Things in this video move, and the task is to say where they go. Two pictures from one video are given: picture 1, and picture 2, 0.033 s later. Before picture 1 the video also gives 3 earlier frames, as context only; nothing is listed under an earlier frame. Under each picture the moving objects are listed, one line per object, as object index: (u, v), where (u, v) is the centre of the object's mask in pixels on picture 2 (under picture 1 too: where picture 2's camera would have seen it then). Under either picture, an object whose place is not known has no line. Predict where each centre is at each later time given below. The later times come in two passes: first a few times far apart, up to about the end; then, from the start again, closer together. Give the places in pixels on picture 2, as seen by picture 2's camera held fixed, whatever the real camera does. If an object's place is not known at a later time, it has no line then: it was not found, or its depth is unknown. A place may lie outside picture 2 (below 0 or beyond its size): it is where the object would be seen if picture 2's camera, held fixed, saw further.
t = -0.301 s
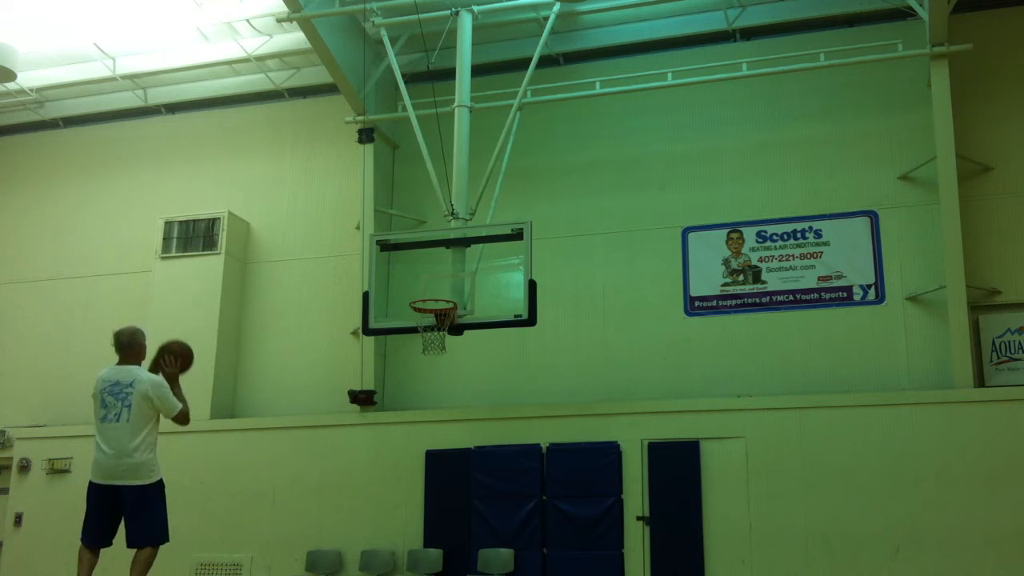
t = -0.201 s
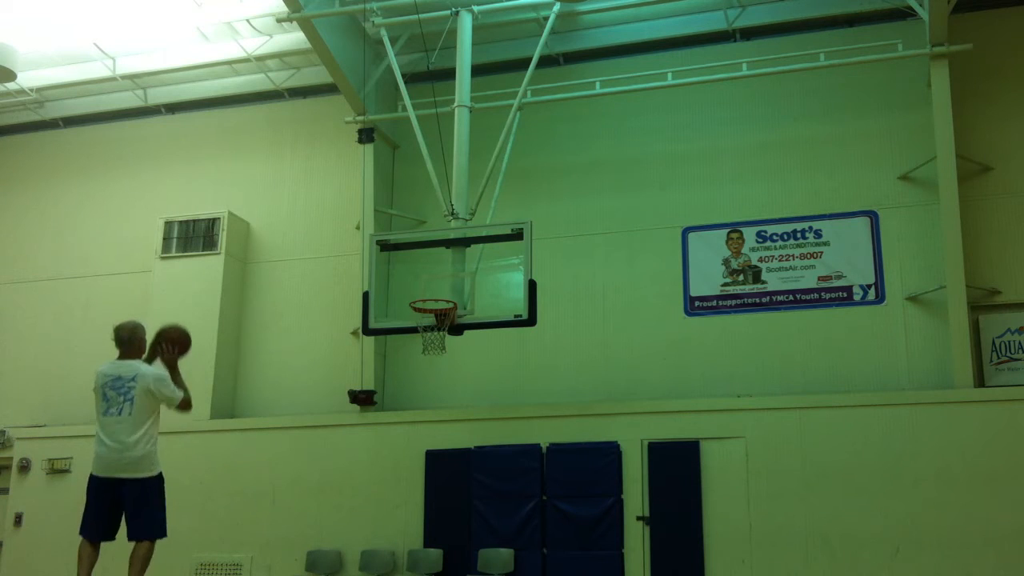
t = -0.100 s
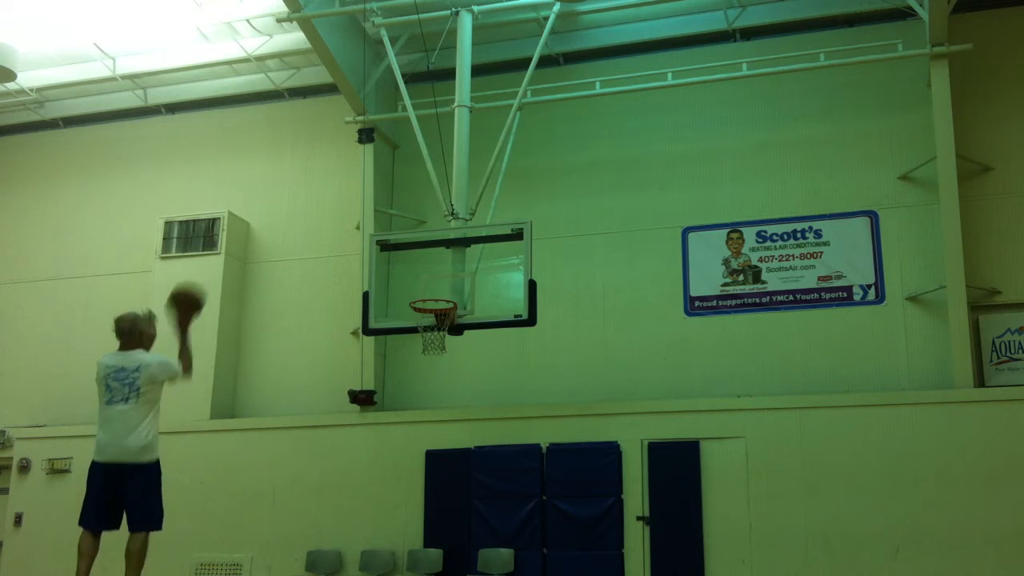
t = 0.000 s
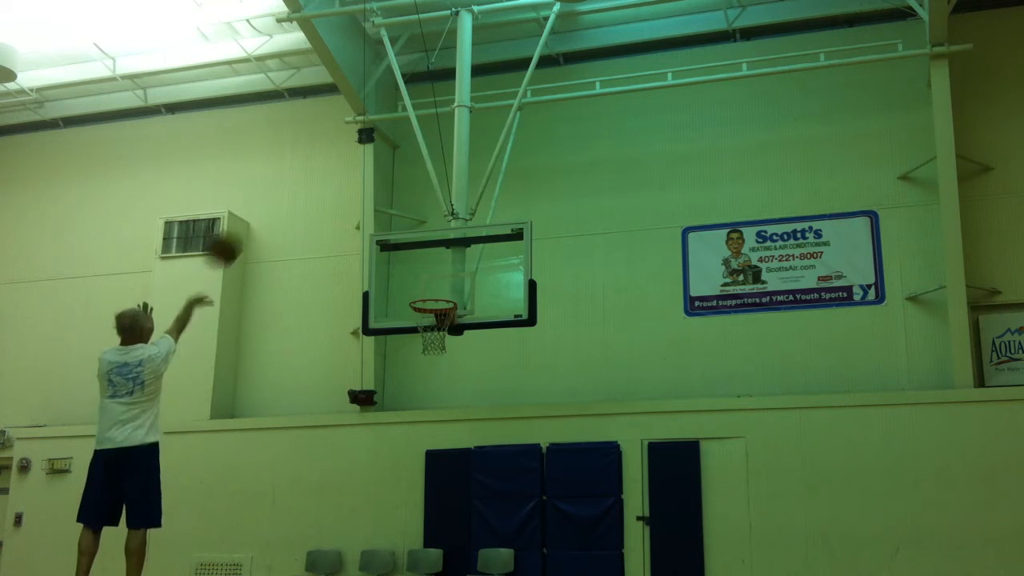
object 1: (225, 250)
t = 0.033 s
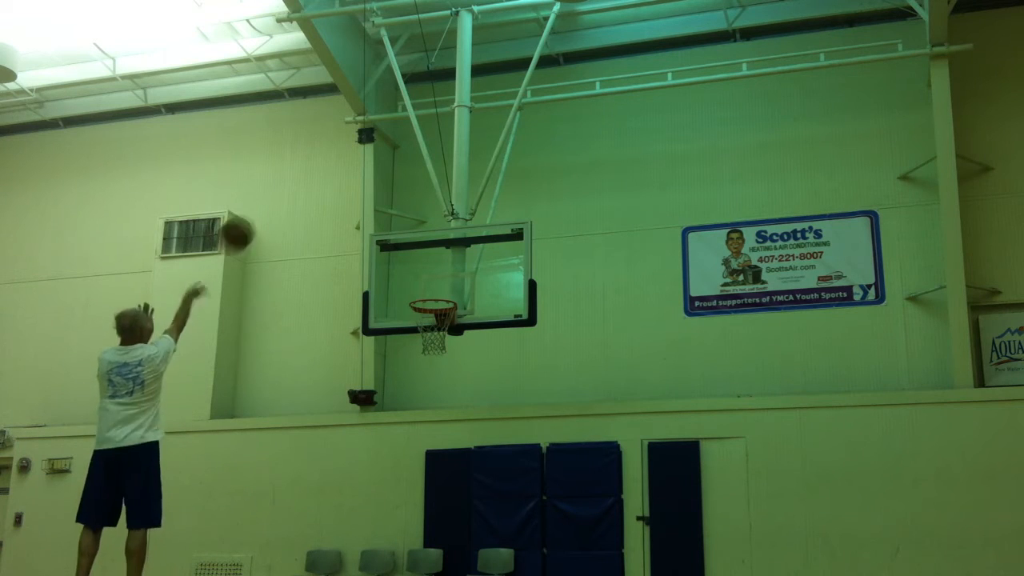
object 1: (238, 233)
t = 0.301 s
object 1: (319, 179)
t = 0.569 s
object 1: (380, 204)
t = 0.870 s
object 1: (432, 296)
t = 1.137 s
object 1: (427, 346)
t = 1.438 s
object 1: (411, 448)
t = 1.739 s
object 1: (397, 563)
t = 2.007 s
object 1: (399, 458)
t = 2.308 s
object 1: (399, 430)
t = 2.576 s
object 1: (393, 485)
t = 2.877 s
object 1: (387, 569)
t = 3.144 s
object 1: (385, 500)
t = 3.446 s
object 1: (379, 511)
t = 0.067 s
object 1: (248, 222)
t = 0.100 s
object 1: (260, 211)
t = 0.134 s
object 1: (270, 202)
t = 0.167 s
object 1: (281, 194)
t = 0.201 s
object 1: (291, 189)
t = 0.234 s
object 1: (301, 184)
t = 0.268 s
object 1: (310, 181)
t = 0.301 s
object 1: (319, 179)
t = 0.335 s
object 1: (327, 178)
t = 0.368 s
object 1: (336, 179)
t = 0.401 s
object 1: (343, 180)
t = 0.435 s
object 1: (351, 183)
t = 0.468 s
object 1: (358, 187)
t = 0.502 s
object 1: (366, 192)
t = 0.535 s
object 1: (373, 198)
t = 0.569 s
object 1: (380, 204)
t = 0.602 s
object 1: (386, 212)
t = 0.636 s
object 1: (393, 221)
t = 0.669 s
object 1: (399, 229)
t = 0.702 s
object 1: (405, 240)
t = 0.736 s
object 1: (411, 253)
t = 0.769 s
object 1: (417, 264)
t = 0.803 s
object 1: (422, 276)
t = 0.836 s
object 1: (428, 290)
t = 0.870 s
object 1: (432, 296)
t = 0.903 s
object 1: (436, 302)
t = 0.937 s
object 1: (439, 312)
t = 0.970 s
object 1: (436, 316)
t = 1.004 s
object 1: (433, 321)
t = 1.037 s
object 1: (430, 329)
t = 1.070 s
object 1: (430, 335)
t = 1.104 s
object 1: (429, 338)
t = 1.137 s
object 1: (427, 346)
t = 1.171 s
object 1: (426, 352)
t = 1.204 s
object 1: (424, 360)
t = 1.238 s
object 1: (422, 369)
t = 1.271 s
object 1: (421, 379)
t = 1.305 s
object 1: (419, 390)
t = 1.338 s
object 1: (417, 402)
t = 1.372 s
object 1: (415, 416)
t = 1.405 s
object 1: (413, 431)
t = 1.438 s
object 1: (411, 448)
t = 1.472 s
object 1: (409, 465)
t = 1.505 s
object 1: (407, 485)
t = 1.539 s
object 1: (405, 506)
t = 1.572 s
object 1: (403, 530)
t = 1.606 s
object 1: (400, 558)
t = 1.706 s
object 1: (397, 570)
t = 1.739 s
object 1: (397, 563)
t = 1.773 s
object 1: (397, 546)
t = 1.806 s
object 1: (398, 530)
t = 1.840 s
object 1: (398, 515)
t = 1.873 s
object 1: (399, 501)
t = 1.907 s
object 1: (399, 488)
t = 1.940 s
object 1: (399, 477)
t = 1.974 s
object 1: (399, 467)
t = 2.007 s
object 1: (399, 458)
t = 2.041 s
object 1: (399, 450)
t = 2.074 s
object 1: (399, 444)
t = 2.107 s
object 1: (399, 439)
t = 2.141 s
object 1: (399, 434)
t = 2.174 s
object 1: (399, 431)
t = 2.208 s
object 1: (399, 430)
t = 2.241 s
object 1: (398, 429)
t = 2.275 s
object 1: (398, 429)
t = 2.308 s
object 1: (399, 430)
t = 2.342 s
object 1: (398, 433)
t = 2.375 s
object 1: (397, 437)
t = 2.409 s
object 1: (396, 442)
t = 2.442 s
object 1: (396, 448)
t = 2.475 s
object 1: (395, 455)
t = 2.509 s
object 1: (395, 464)
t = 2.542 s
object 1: (394, 474)
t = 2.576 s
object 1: (393, 485)
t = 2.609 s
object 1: (392, 498)
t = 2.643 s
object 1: (391, 512)
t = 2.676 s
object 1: (390, 527)
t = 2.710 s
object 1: (389, 544)
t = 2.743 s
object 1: (388, 562)
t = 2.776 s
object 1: (391, 572)
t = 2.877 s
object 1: (387, 569)
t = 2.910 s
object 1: (386, 560)
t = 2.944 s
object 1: (386, 548)
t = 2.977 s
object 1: (386, 536)
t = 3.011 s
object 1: (386, 527)
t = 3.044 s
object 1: (386, 518)
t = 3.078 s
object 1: (386, 511)
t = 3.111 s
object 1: (385, 505)
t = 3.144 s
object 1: (385, 500)
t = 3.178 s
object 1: (385, 496)
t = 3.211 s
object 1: (384, 494)
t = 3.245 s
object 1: (384, 492)
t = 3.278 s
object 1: (383, 492)
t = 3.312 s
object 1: (382, 493)
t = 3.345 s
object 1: (382, 496)
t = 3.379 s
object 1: (381, 499)
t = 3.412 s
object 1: (381, 505)
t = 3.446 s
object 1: (379, 511)
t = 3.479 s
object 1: (378, 518)
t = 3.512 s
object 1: (377, 528)
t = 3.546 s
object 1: (376, 537)
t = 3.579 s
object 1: (375, 548)
